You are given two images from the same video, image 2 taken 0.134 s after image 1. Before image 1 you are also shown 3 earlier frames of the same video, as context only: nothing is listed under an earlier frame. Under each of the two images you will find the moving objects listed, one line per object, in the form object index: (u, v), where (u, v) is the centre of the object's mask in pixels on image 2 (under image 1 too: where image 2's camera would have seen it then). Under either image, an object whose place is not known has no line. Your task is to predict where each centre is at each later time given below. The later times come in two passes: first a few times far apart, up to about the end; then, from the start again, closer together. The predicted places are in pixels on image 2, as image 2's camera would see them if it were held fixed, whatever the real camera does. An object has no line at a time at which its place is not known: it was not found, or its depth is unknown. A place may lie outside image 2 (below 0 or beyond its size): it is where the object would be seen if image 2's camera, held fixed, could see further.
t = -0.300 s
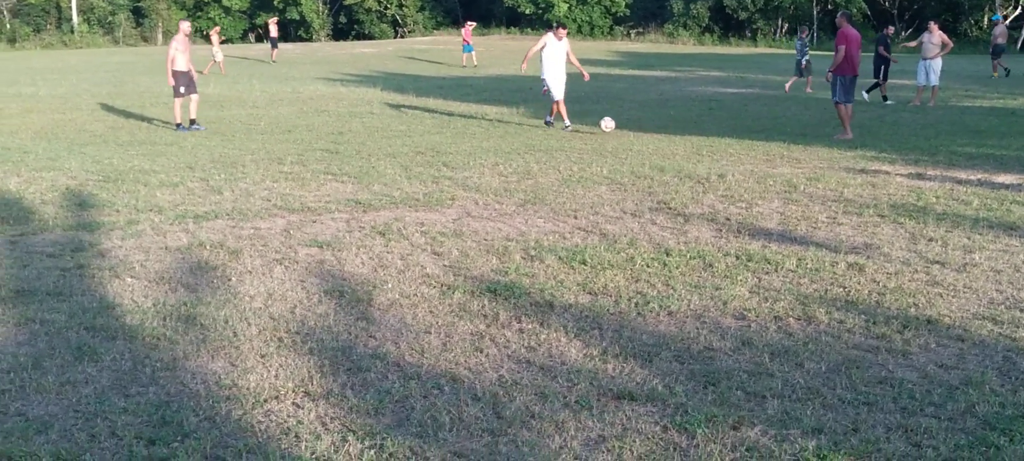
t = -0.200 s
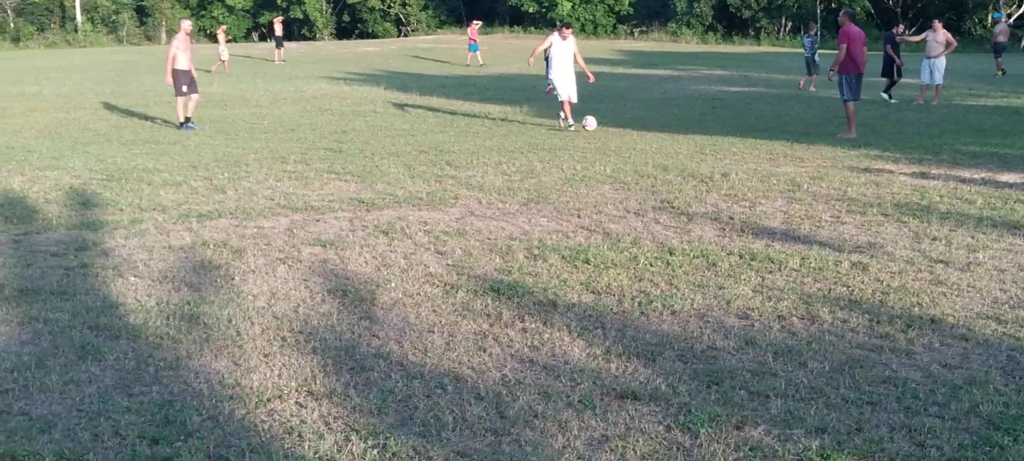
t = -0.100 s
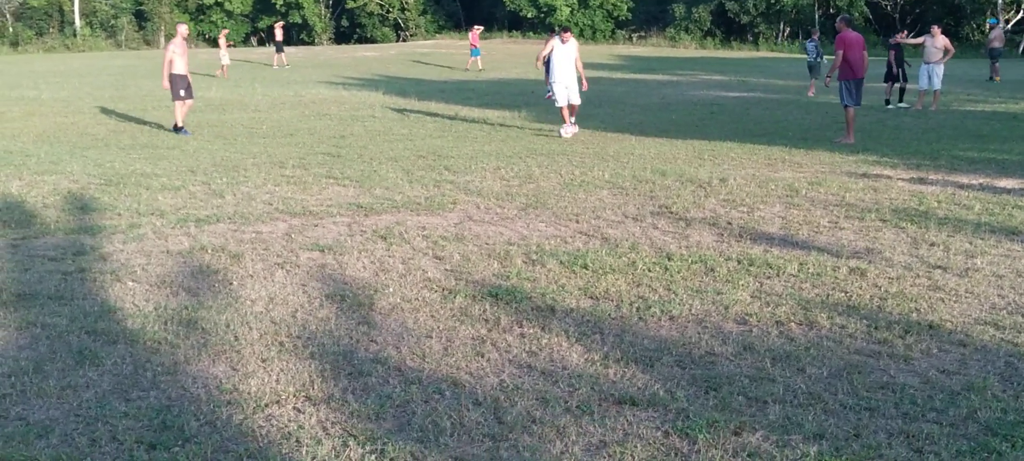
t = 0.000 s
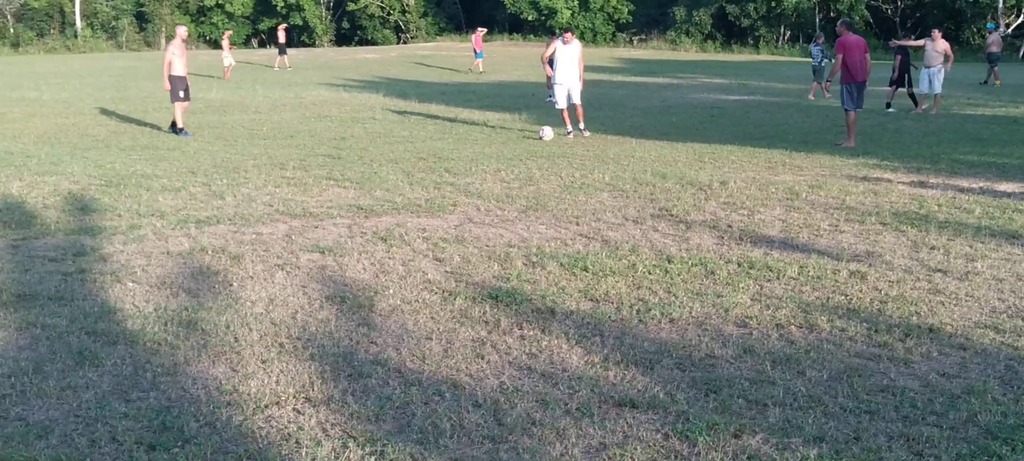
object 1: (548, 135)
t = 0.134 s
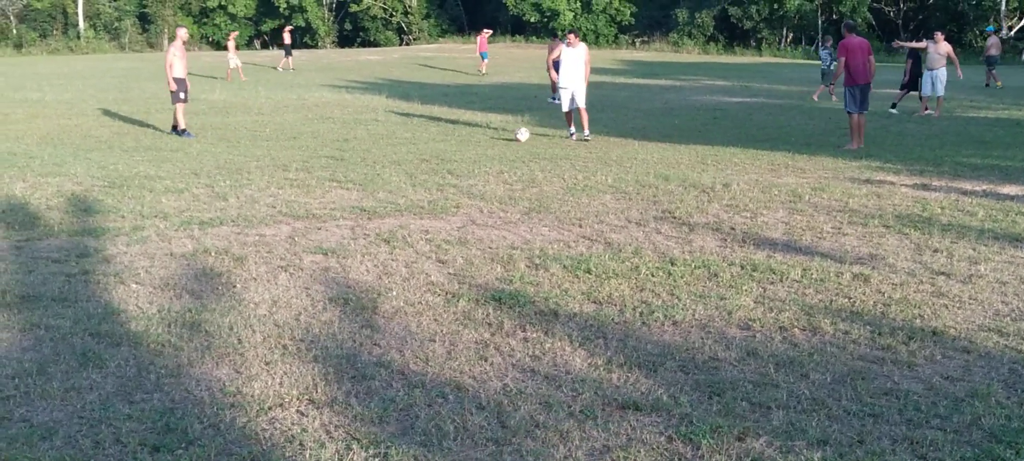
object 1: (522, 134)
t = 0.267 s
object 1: (498, 134)
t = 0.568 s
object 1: (448, 132)
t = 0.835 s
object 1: (407, 132)
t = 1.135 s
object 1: (368, 132)
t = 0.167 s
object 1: (516, 134)
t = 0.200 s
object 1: (510, 135)
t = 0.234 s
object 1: (504, 135)
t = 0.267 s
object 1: (498, 134)
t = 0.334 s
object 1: (486, 134)
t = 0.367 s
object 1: (480, 134)
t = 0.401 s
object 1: (475, 133)
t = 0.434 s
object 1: (469, 131)
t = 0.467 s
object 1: (464, 130)
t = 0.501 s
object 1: (459, 130)
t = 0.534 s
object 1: (454, 131)
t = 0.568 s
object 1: (448, 132)
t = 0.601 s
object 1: (443, 134)
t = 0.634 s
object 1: (437, 133)
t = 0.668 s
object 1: (432, 132)
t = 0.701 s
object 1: (427, 131)
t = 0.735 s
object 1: (422, 131)
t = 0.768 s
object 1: (417, 132)
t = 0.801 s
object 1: (412, 133)
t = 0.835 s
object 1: (407, 132)
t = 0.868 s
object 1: (402, 131)
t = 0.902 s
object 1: (397, 132)
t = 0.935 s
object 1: (393, 132)
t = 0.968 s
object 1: (389, 132)
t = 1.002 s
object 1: (385, 132)
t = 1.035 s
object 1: (381, 132)
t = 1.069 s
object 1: (376, 132)
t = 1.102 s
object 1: (372, 132)
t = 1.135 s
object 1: (368, 132)
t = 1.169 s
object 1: (364, 131)
